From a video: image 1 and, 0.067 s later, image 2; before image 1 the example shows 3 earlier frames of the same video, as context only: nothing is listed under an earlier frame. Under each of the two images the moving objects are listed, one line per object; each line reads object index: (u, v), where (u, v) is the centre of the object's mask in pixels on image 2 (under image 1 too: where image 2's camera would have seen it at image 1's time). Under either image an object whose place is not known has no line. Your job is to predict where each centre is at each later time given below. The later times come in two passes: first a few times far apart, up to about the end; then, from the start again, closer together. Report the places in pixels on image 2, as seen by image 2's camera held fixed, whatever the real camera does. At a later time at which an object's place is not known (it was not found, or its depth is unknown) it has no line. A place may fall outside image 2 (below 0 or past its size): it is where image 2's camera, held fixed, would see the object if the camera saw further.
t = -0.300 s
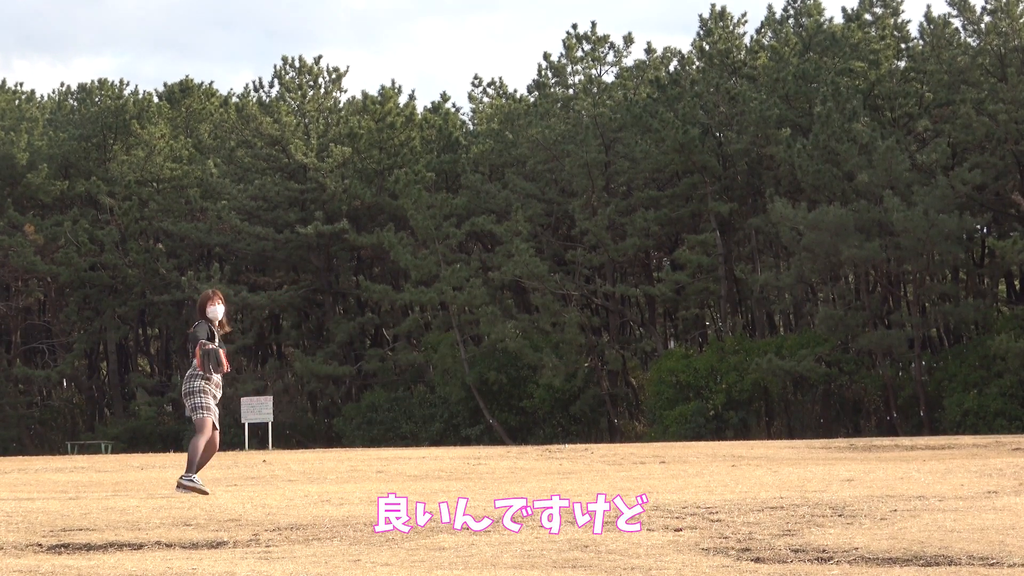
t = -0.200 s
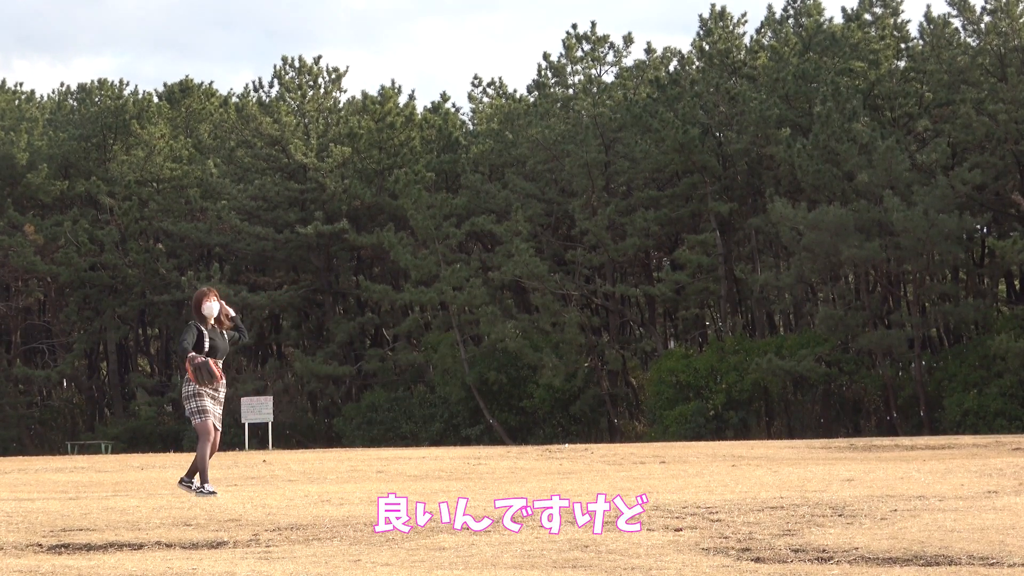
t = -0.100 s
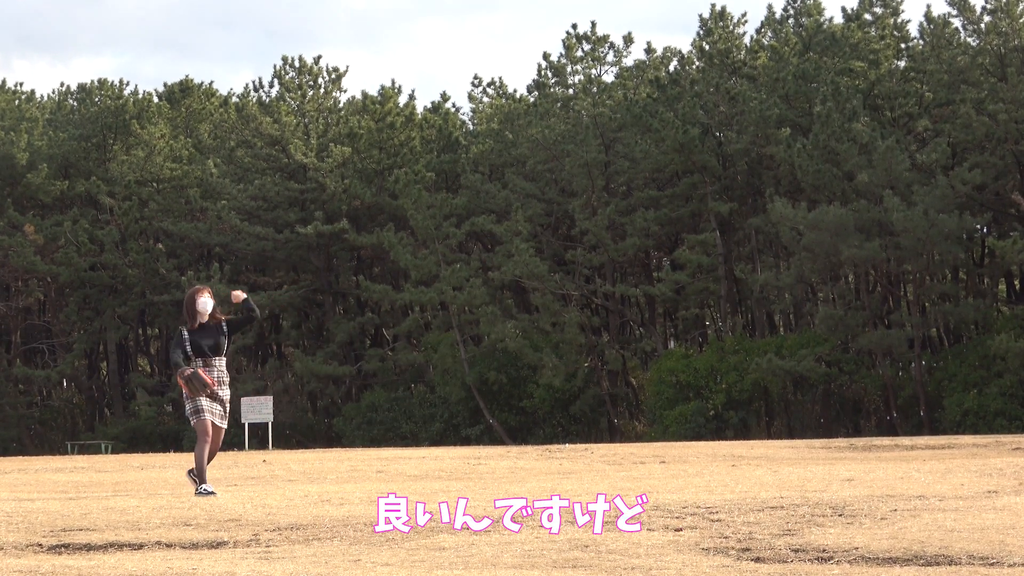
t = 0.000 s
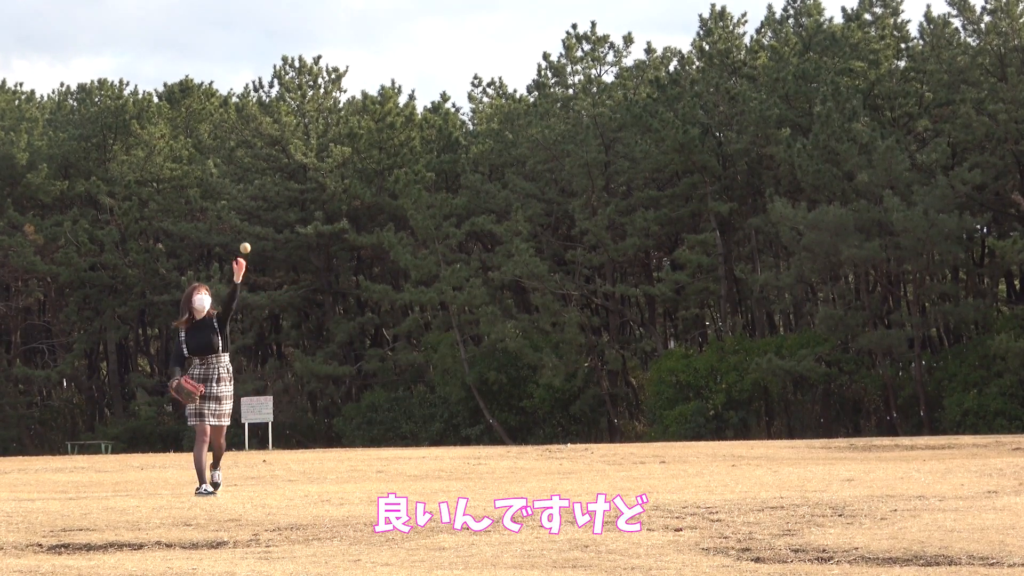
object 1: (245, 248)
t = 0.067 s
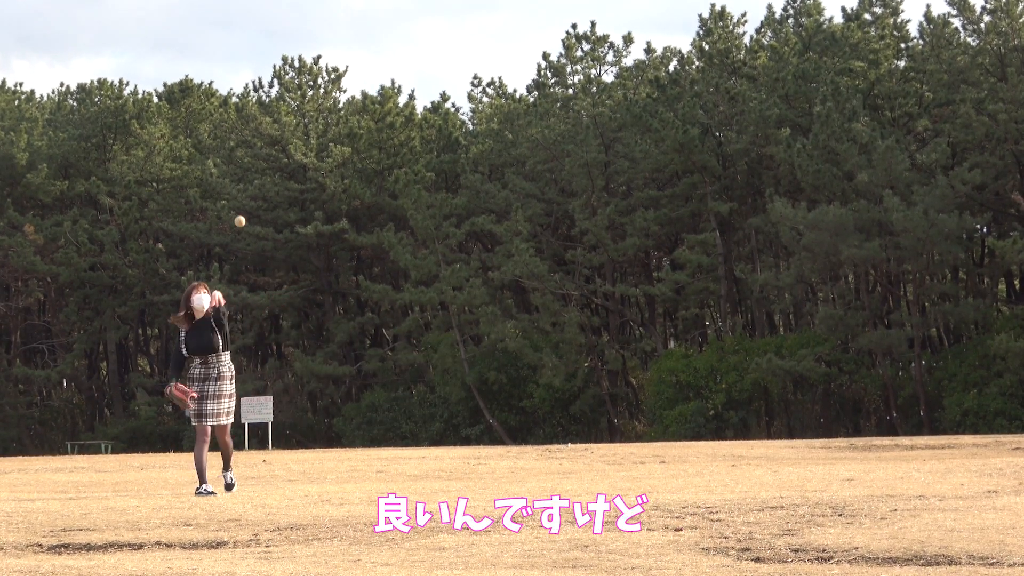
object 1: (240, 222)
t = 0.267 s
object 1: (223, 171)
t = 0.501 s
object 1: (198, 190)
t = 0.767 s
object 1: (159, 395)
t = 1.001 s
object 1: (132, 454)
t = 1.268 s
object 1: (121, 361)
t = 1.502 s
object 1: (111, 501)
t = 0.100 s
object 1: (237, 210)
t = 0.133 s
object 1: (234, 199)
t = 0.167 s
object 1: (231, 190)
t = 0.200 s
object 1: (228, 182)
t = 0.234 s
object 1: (225, 176)
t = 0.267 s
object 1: (223, 171)
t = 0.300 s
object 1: (219, 168)
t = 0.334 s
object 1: (216, 166)
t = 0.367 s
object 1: (213, 166)
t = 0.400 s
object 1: (209, 169)
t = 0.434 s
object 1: (206, 173)
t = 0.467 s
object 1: (202, 180)
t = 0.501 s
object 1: (198, 190)
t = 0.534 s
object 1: (194, 202)
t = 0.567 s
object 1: (190, 218)
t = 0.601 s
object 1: (186, 237)
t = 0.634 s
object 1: (181, 259)
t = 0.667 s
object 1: (176, 286)
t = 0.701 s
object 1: (171, 317)
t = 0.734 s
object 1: (165, 353)
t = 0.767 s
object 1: (159, 395)
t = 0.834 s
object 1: (146, 497)
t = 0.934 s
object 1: (135, 506)
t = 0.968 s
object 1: (133, 479)
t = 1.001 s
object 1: (132, 454)
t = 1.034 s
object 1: (131, 433)
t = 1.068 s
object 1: (129, 414)
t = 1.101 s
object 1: (128, 397)
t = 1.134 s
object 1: (126, 384)
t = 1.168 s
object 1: (125, 373)
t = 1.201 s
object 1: (123, 365)
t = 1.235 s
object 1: (122, 361)
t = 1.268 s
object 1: (121, 361)
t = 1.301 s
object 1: (119, 366)
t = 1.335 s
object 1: (118, 375)
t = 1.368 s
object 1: (116, 388)
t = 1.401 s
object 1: (115, 407)
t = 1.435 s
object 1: (114, 431)
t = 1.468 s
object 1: (112, 462)
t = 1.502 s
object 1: (111, 501)
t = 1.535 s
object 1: (110, 546)
